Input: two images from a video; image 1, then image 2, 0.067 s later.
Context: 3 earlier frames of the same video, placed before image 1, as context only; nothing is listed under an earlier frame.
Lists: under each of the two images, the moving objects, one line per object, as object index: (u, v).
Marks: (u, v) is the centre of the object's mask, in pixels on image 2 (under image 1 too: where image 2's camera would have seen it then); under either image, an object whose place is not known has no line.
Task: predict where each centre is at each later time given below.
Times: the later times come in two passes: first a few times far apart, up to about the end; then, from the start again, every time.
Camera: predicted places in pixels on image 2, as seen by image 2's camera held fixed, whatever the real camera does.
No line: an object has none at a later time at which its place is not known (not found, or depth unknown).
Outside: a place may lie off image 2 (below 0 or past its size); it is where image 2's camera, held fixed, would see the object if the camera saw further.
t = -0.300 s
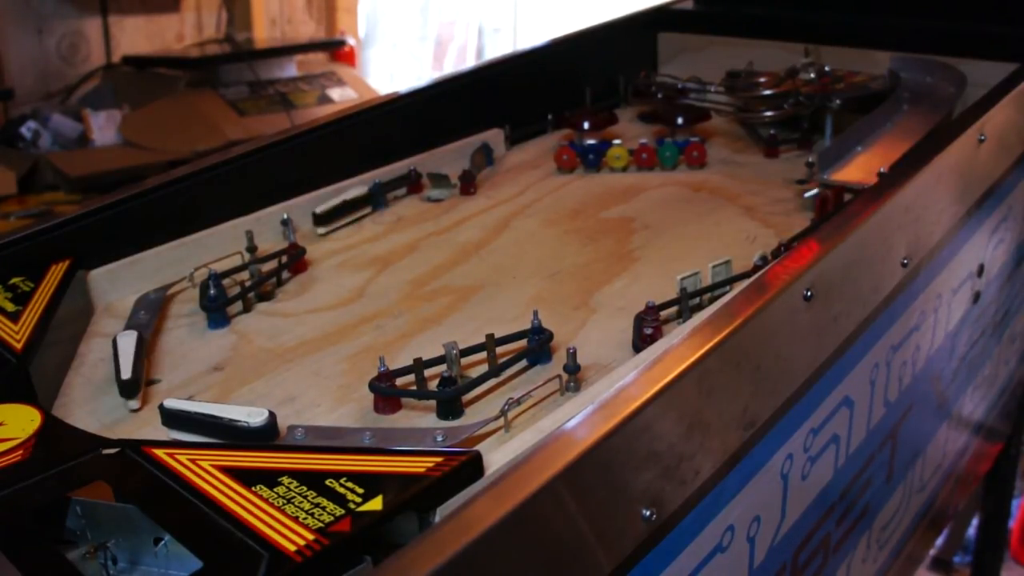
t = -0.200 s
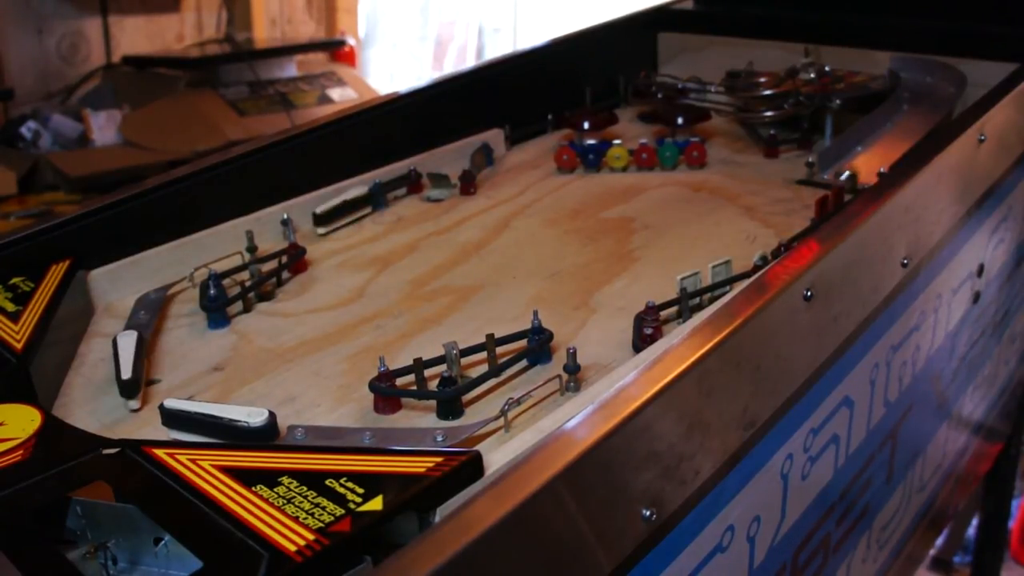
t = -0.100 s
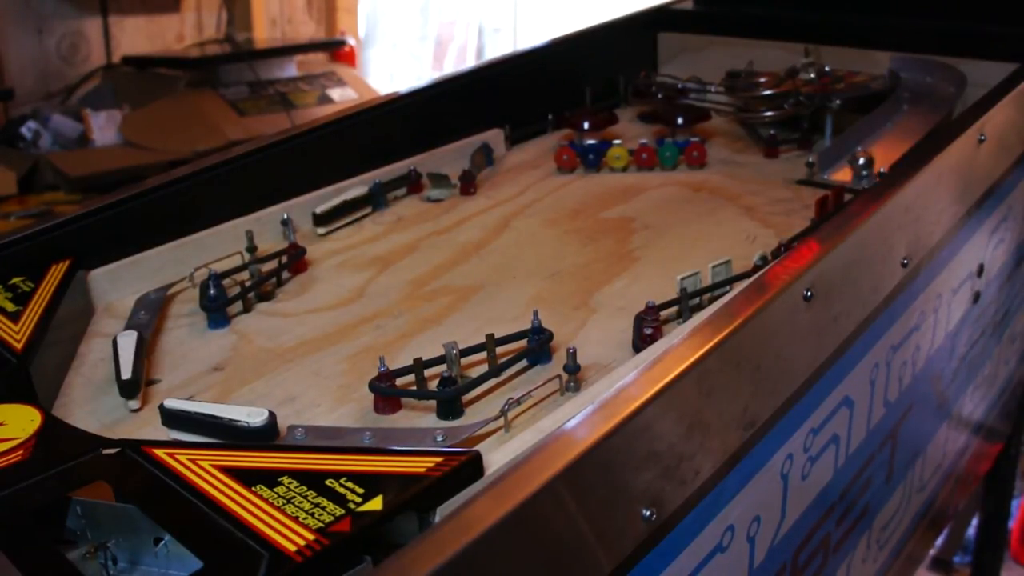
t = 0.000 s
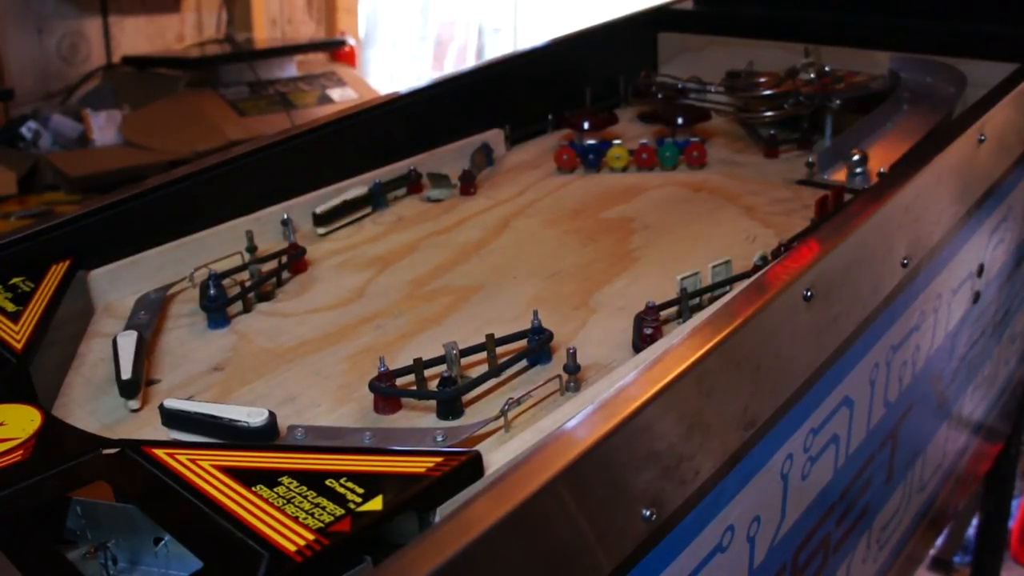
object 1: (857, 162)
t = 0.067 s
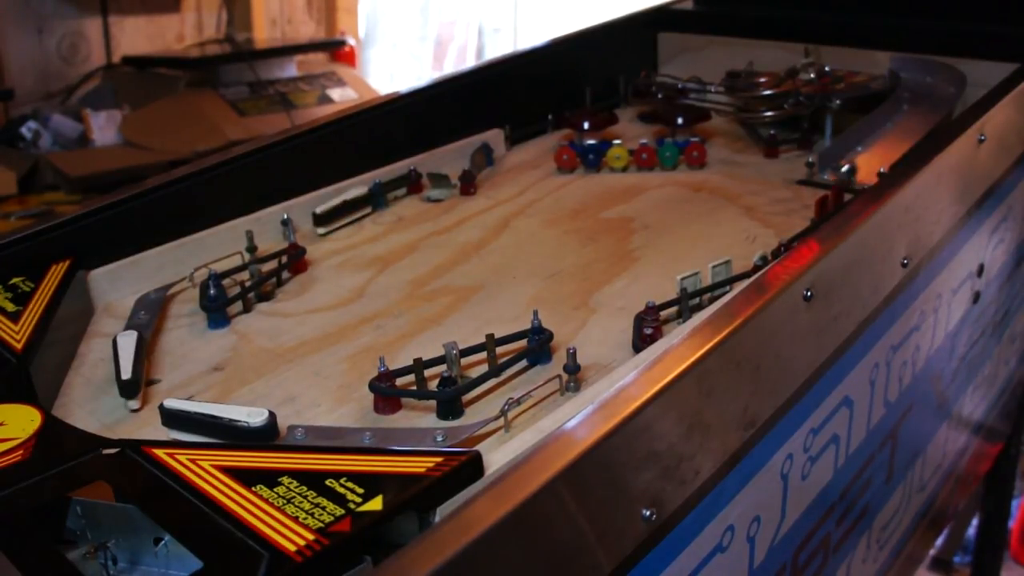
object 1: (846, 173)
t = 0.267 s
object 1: (827, 185)
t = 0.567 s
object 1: (752, 239)
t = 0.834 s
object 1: (600, 311)
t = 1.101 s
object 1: (658, 294)
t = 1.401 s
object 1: (583, 317)
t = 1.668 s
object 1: (506, 315)
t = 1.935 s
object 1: (405, 319)
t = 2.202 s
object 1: (246, 348)
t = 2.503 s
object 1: (199, 370)
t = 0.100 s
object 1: (841, 172)
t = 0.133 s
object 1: (841, 174)
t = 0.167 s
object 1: (840, 178)
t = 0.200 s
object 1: (837, 181)
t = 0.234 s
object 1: (836, 181)
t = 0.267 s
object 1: (827, 185)
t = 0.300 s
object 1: (822, 191)
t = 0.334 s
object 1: (815, 198)
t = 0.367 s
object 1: (810, 206)
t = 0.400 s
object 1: (804, 209)
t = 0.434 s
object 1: (798, 215)
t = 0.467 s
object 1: (788, 221)
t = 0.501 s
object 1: (777, 227)
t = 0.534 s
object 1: (765, 232)
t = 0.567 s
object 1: (752, 239)
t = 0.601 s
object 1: (740, 245)
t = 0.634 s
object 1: (725, 249)
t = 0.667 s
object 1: (707, 256)
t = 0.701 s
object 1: (690, 262)
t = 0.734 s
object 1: (668, 277)
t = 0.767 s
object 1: (650, 286)
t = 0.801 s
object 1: (627, 298)
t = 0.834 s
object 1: (600, 311)
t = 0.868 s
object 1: (574, 323)
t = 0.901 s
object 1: (570, 325)
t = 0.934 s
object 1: (592, 320)
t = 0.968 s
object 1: (608, 315)
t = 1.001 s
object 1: (621, 310)
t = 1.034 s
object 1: (635, 301)
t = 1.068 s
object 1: (649, 295)
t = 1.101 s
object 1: (658, 294)
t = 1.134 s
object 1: (654, 296)
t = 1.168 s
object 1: (646, 297)
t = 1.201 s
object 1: (638, 298)
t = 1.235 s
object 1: (631, 302)
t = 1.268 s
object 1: (624, 305)
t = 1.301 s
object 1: (616, 308)
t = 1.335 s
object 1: (607, 310)
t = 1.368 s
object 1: (595, 313)
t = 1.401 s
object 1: (583, 317)
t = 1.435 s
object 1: (571, 320)
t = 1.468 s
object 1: (560, 322)
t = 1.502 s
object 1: (546, 319)
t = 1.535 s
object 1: (538, 316)
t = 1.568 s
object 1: (531, 315)
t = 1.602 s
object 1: (522, 314)
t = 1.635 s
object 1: (514, 315)
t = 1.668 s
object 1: (506, 315)
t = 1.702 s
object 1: (497, 314)
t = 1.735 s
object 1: (485, 314)
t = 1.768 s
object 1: (474, 314)
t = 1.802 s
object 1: (462, 314)
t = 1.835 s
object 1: (449, 314)
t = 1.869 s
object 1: (434, 316)
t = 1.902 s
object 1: (420, 317)
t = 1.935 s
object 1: (405, 319)
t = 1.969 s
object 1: (388, 321)
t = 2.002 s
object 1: (372, 323)
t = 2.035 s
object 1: (353, 326)
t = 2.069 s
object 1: (334, 330)
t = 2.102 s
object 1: (313, 334)
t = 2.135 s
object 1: (292, 338)
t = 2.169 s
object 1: (270, 343)
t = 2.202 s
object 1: (246, 348)
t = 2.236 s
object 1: (222, 353)
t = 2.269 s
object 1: (195, 360)
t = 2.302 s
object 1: (169, 367)
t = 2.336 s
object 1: (170, 367)
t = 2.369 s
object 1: (178, 367)
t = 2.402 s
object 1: (184, 367)
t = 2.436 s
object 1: (190, 368)
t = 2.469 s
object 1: (195, 369)
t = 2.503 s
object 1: (199, 370)
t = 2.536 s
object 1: (202, 372)
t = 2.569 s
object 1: (204, 374)
